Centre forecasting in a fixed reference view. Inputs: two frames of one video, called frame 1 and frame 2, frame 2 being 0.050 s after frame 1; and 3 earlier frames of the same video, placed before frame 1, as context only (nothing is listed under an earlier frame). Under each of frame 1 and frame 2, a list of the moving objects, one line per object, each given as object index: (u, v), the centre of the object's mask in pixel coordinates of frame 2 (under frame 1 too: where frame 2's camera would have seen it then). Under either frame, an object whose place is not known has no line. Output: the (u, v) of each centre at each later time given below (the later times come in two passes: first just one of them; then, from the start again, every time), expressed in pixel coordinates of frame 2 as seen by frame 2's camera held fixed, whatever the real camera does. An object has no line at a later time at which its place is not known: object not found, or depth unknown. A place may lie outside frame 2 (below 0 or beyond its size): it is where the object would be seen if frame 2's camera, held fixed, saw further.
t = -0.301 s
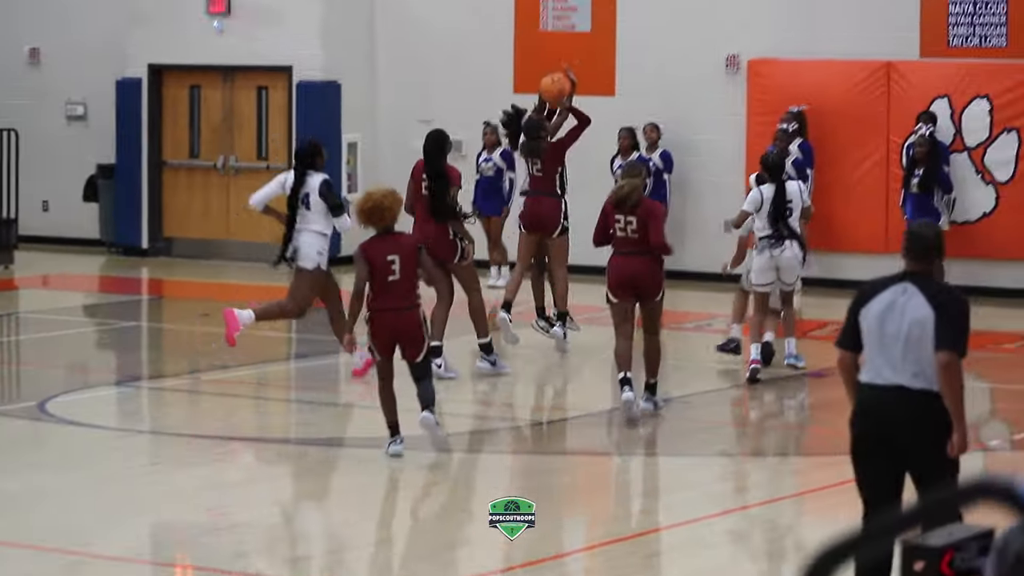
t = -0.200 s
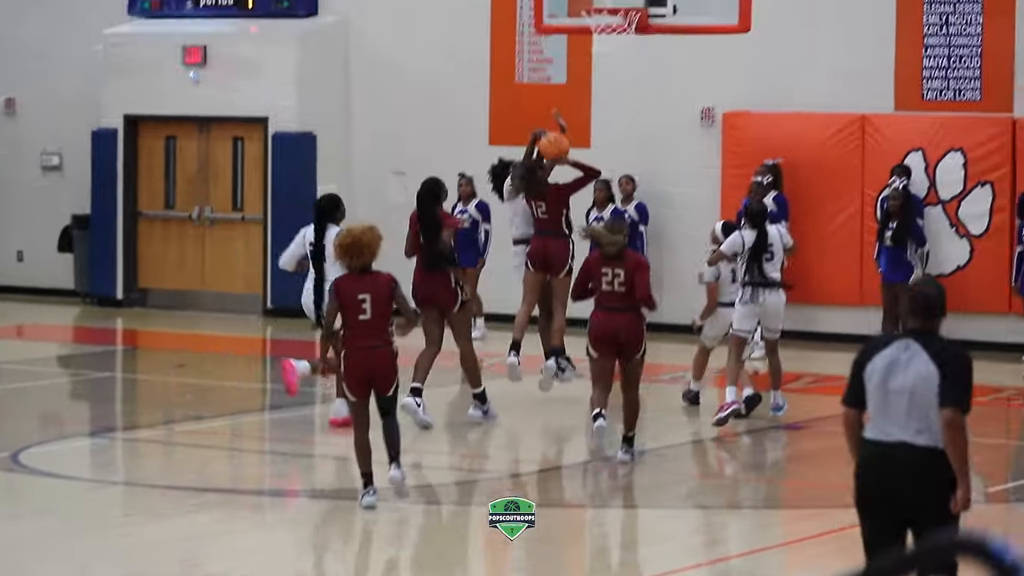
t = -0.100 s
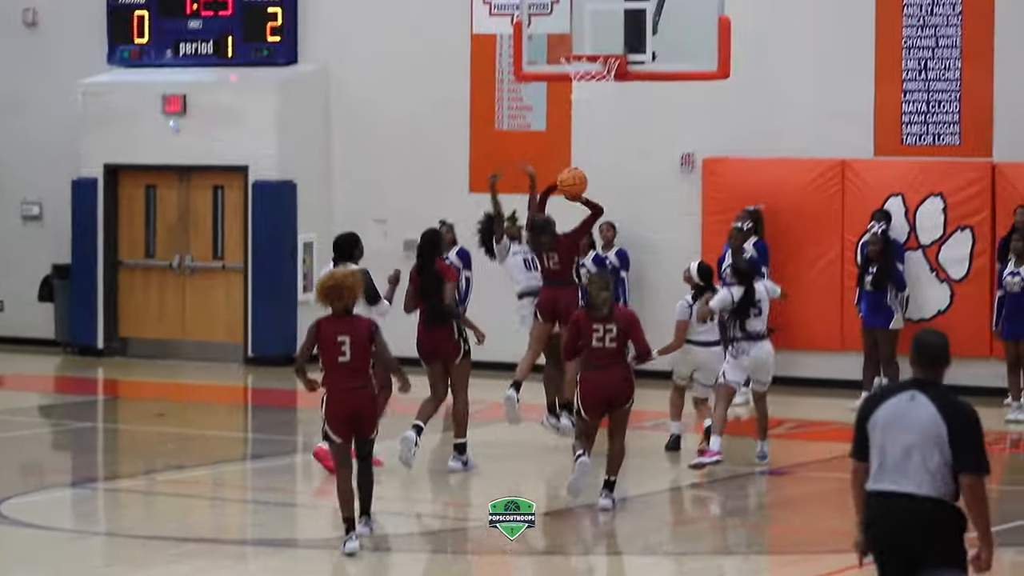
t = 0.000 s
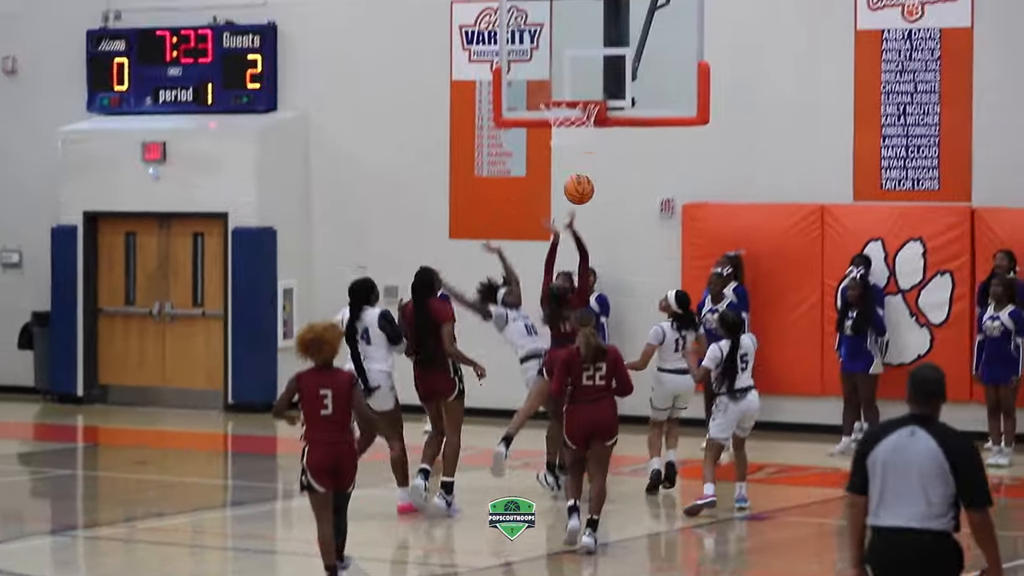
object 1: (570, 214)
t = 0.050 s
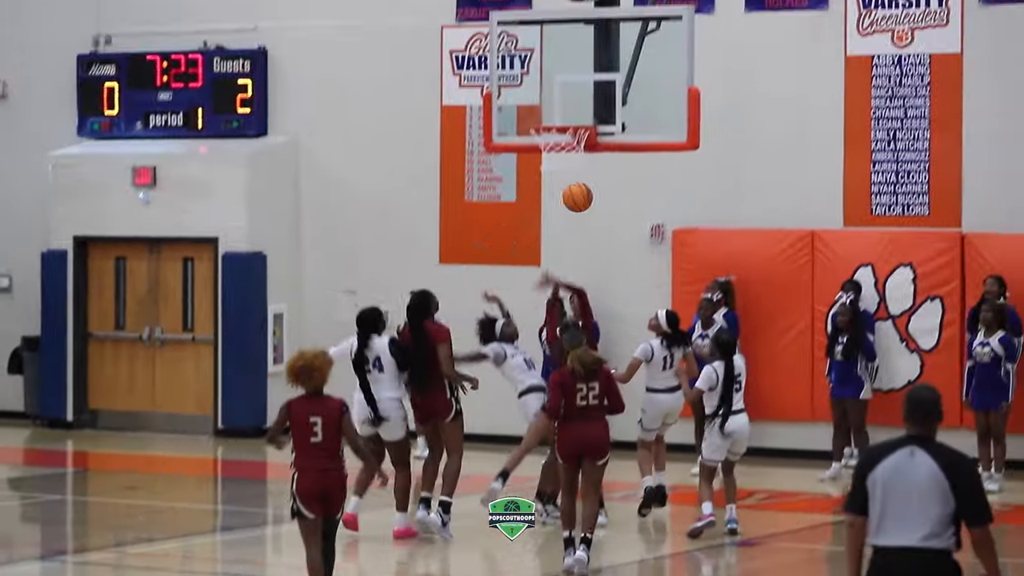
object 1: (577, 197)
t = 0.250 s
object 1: (610, 159)
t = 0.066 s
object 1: (580, 192)
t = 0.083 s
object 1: (583, 187)
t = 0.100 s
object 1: (585, 183)
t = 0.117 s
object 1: (588, 179)
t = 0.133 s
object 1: (591, 175)
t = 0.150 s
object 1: (594, 172)
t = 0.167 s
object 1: (596, 169)
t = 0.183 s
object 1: (599, 166)
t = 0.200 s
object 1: (602, 164)
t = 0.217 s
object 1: (604, 162)
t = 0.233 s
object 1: (607, 160)
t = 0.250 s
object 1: (610, 159)
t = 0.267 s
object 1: (612, 159)
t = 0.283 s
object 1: (615, 158)
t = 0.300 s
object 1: (617, 158)
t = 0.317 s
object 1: (620, 158)
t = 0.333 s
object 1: (623, 159)
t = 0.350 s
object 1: (626, 159)
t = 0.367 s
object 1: (629, 162)
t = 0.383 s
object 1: (632, 164)
